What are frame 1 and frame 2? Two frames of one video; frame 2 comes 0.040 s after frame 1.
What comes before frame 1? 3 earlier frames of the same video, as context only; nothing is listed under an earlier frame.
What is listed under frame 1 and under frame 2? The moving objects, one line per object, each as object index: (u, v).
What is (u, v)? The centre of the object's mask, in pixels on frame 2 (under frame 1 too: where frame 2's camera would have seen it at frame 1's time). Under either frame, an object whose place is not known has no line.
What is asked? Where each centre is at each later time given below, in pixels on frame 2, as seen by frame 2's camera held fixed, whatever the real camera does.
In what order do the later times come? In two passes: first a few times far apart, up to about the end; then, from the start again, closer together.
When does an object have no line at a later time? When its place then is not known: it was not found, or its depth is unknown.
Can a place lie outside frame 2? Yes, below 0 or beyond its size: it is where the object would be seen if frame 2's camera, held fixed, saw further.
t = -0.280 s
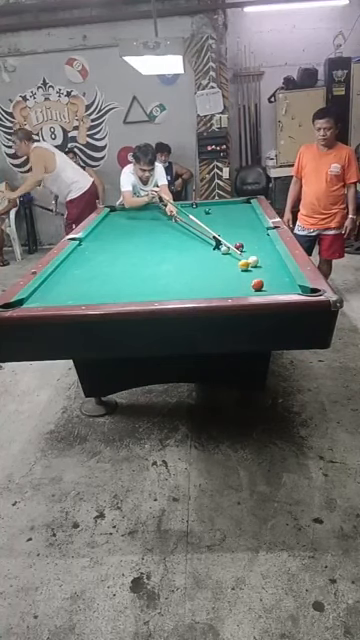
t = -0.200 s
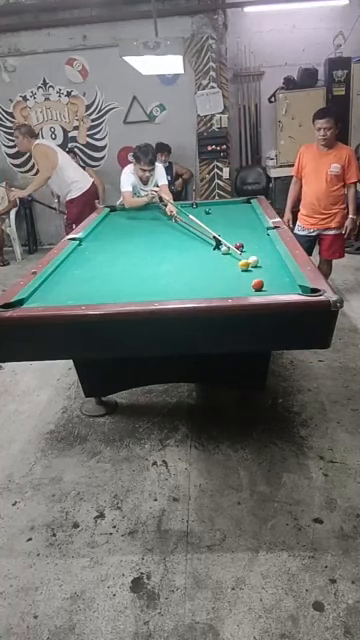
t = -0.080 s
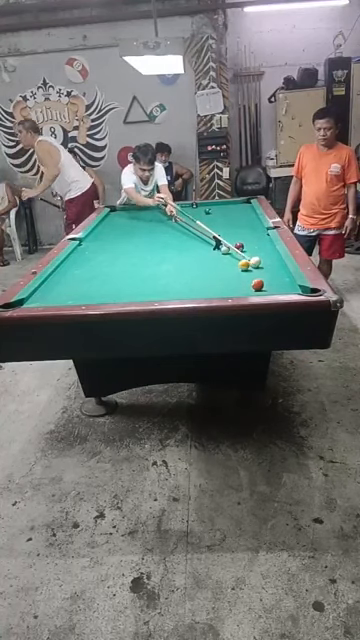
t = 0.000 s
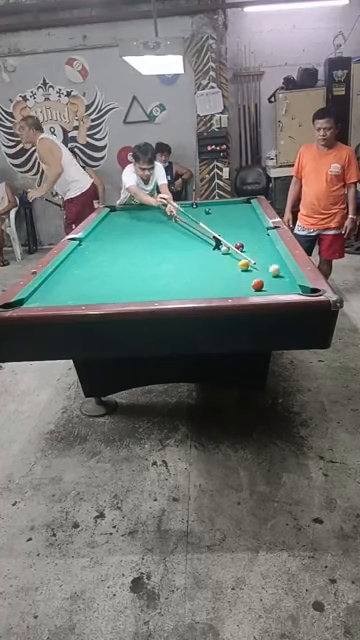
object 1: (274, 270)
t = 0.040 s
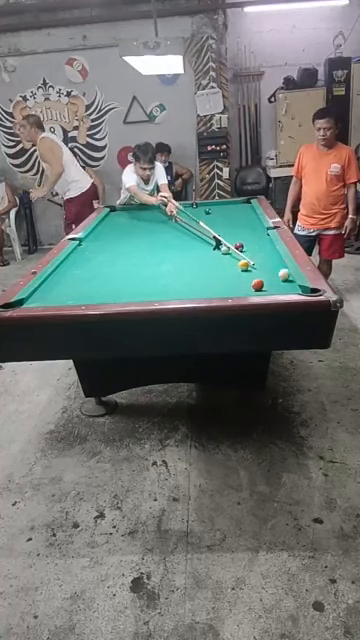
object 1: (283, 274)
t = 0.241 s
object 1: (264, 287)
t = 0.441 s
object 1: (244, 287)
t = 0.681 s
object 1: (219, 288)
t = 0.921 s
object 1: (196, 289)
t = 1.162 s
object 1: (175, 289)
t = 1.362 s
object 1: (158, 290)
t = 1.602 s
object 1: (139, 290)
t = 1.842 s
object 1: (122, 290)
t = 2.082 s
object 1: (106, 291)
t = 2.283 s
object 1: (93, 291)
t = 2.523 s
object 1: (80, 291)
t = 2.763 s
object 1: (68, 291)
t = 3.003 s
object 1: (56, 291)
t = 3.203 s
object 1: (48, 291)
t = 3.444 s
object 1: (39, 291)
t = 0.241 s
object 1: (264, 287)
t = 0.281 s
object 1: (260, 287)
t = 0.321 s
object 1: (256, 287)
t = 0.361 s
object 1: (252, 286)
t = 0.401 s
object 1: (248, 287)
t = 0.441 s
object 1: (244, 287)
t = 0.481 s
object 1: (239, 287)
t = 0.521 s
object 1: (235, 287)
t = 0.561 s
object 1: (231, 287)
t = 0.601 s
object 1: (227, 287)
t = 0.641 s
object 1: (223, 288)
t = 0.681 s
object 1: (219, 288)
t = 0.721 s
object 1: (215, 288)
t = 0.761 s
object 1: (211, 288)
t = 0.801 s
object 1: (207, 288)
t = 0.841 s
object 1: (203, 289)
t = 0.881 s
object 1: (200, 289)
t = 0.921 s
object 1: (196, 289)
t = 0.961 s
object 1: (192, 288)
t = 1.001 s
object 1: (189, 289)
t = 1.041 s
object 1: (185, 289)
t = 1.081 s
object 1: (182, 289)
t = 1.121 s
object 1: (178, 289)
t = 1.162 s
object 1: (175, 289)
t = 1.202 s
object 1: (171, 289)
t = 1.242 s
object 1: (168, 289)
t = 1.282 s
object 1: (165, 290)
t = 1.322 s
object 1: (162, 290)
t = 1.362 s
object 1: (158, 290)
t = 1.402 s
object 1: (155, 290)
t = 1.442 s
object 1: (152, 290)
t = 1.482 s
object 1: (149, 290)
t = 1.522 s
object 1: (146, 290)
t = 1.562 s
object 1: (142, 290)
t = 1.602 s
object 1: (139, 290)
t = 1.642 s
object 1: (137, 290)
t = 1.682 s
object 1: (134, 290)
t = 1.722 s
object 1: (130, 290)
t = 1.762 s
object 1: (128, 290)
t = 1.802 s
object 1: (125, 290)
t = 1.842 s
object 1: (122, 290)
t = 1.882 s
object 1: (119, 290)
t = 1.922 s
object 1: (116, 291)
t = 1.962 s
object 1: (114, 291)
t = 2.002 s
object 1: (111, 291)
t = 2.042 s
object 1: (109, 291)
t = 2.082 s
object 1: (106, 291)
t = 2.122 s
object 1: (104, 291)
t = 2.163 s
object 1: (101, 291)
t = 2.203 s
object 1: (98, 291)
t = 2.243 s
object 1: (96, 291)
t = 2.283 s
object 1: (93, 291)
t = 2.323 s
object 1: (91, 291)
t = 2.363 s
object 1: (89, 291)
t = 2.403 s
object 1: (86, 291)
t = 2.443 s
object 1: (84, 291)
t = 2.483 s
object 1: (82, 291)
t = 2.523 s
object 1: (80, 291)
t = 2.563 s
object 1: (78, 291)
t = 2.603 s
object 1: (76, 291)
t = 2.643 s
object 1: (73, 291)
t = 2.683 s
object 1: (71, 291)
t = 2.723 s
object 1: (69, 291)
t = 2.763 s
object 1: (68, 291)
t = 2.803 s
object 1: (66, 291)
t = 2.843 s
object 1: (64, 291)
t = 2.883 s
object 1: (62, 291)
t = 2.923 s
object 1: (60, 291)
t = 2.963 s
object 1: (58, 291)
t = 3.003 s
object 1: (56, 291)
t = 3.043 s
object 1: (54, 291)
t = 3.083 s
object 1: (53, 291)
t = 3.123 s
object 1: (51, 291)
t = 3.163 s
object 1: (49, 291)
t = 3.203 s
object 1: (48, 291)
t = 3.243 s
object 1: (46, 291)
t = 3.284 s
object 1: (45, 291)
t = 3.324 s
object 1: (43, 291)
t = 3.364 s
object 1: (42, 291)
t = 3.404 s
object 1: (40, 291)
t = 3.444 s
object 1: (39, 291)
